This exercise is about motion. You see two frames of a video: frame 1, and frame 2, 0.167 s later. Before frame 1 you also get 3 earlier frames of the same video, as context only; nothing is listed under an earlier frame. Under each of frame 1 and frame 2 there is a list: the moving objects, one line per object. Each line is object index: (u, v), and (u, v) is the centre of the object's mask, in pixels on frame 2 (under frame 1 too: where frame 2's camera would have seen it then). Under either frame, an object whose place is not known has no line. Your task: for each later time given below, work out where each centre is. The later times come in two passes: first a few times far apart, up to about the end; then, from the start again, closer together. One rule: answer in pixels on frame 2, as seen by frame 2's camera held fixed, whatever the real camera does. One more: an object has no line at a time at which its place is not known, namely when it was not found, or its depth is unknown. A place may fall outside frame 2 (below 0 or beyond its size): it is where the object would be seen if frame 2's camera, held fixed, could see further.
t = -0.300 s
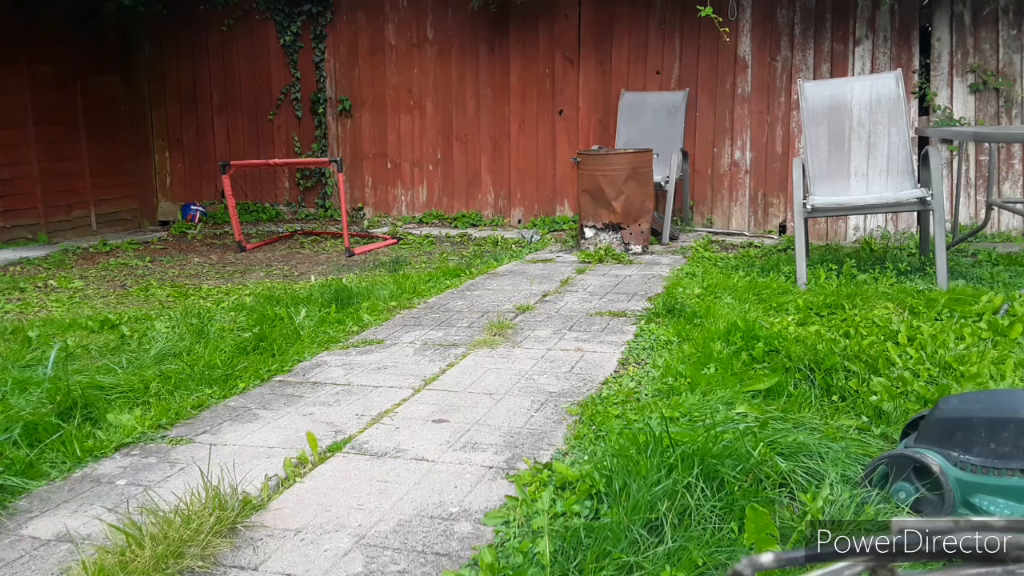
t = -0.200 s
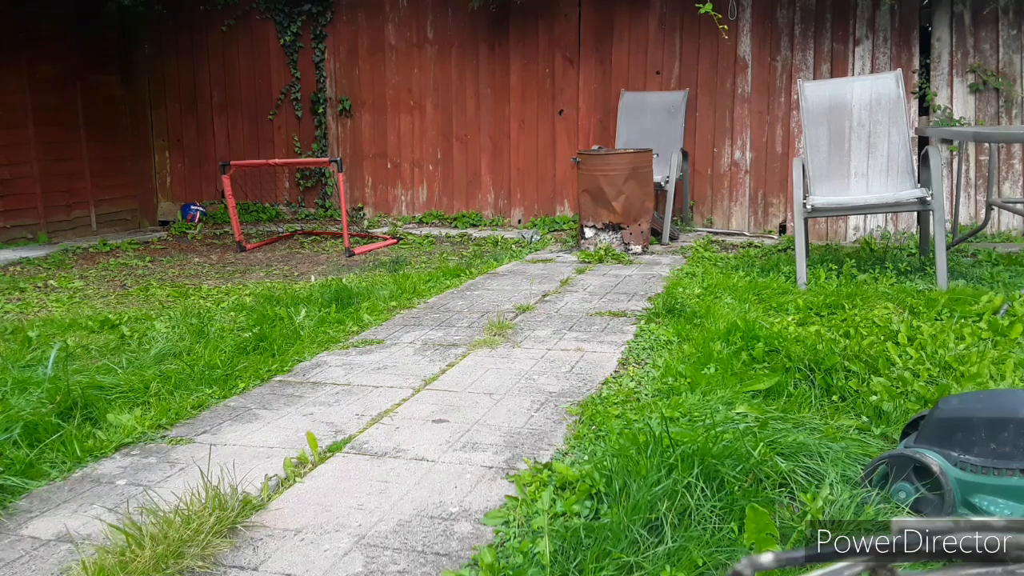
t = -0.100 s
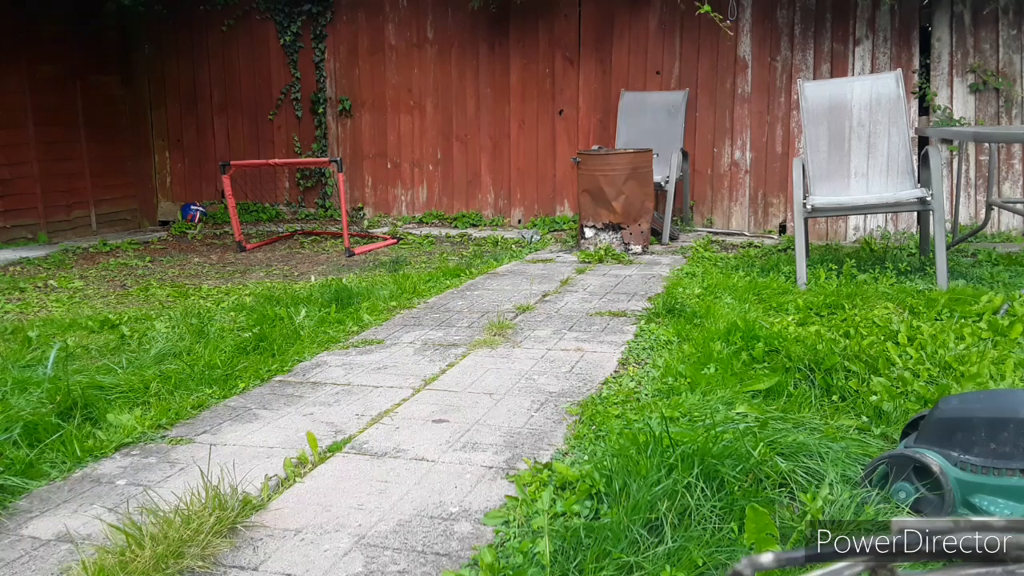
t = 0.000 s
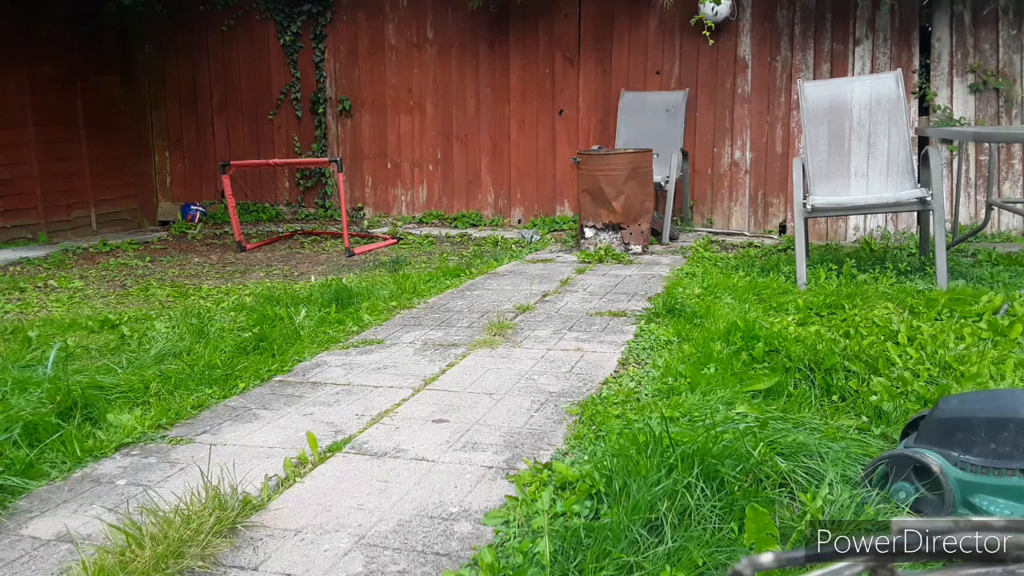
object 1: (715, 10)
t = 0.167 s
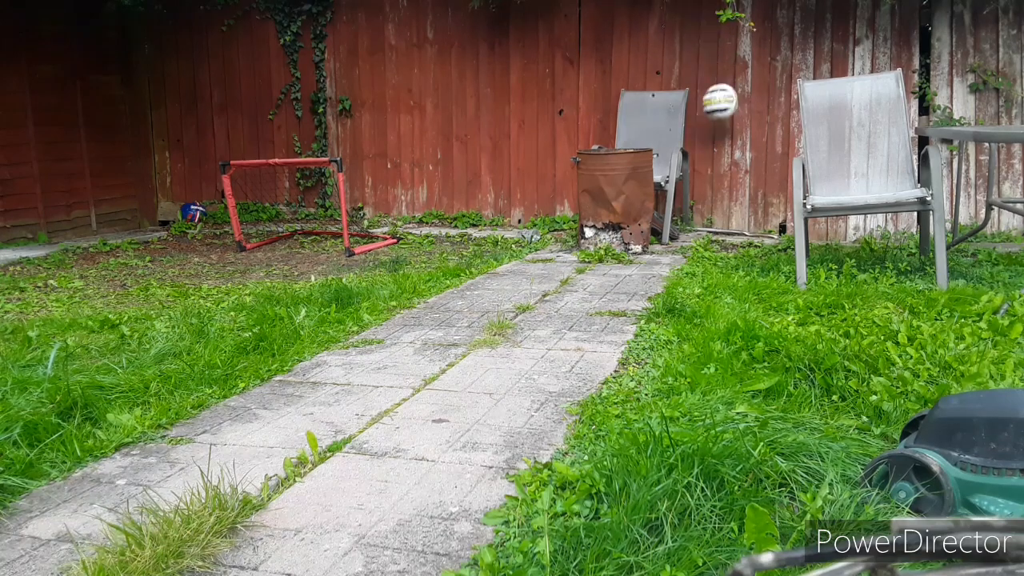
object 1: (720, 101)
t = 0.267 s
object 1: (723, 183)
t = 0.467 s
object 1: (731, 188)
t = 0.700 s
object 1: (742, 202)
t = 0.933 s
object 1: (746, 230)
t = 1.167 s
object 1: (749, 240)
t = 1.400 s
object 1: (758, 243)
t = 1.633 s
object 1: (764, 245)
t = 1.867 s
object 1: (767, 246)
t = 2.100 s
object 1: (767, 245)
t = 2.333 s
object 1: (768, 245)
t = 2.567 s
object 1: (766, 245)
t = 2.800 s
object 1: (764, 245)
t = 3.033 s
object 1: (762, 244)
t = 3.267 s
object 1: (760, 244)
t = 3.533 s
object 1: (760, 245)
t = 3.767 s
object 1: (759, 245)
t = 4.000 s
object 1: (758, 245)
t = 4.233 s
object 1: (756, 244)
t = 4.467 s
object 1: (756, 245)
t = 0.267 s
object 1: (723, 183)
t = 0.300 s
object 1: (724, 214)
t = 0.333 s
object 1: (725, 219)
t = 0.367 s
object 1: (726, 209)
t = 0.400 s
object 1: (728, 200)
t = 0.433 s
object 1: (729, 193)
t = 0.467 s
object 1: (731, 188)
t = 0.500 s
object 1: (733, 184)
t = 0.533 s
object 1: (734, 183)
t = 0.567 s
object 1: (736, 183)
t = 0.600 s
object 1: (737, 185)
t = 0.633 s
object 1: (739, 188)
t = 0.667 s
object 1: (740, 194)
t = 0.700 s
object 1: (742, 202)
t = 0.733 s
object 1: (743, 212)
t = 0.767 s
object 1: (744, 224)
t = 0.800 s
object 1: (745, 235)
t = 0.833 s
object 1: (745, 234)
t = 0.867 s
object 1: (746, 231)
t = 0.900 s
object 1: (746, 230)
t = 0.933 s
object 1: (746, 230)
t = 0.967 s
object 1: (747, 233)
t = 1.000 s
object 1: (747, 236)
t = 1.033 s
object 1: (748, 237)
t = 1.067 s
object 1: (748, 237)
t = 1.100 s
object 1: (749, 238)
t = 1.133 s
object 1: (749, 239)
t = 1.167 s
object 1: (749, 240)
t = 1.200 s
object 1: (750, 240)
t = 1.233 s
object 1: (751, 241)
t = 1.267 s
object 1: (753, 242)
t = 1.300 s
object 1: (754, 242)
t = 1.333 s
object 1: (756, 243)
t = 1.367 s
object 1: (757, 243)
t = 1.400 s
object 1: (758, 243)
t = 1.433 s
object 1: (759, 244)
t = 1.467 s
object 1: (761, 244)
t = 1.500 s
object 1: (762, 245)
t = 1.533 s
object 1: (762, 245)
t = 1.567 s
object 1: (763, 244)
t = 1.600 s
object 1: (764, 244)
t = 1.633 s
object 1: (764, 245)
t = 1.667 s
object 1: (765, 245)
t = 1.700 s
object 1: (766, 245)
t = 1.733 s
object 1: (767, 245)
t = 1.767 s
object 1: (767, 245)
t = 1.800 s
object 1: (767, 246)
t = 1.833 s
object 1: (768, 246)
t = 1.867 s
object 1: (767, 246)
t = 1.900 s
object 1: (767, 246)
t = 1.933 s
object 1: (768, 246)
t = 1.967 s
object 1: (768, 245)
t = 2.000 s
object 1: (768, 245)
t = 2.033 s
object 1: (767, 245)
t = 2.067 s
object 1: (768, 246)
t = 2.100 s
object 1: (767, 245)
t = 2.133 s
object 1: (768, 245)
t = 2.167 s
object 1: (767, 245)
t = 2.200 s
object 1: (767, 245)
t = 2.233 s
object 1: (767, 245)
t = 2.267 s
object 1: (766, 245)
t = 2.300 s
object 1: (767, 245)
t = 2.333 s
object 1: (768, 245)
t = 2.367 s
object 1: (767, 245)
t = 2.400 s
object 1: (767, 245)
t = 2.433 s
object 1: (766, 245)
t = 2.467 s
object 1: (766, 245)
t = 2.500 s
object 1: (766, 245)
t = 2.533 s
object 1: (766, 245)
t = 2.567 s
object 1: (766, 245)
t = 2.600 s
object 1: (766, 245)
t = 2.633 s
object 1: (765, 245)
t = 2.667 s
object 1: (765, 245)
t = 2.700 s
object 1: (765, 245)
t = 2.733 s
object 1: (765, 245)
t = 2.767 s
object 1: (765, 245)
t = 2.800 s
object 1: (764, 245)
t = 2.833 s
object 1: (764, 245)
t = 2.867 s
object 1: (763, 244)
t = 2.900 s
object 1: (763, 244)
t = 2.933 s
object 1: (763, 244)
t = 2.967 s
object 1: (762, 244)
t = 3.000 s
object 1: (762, 244)
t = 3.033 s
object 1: (762, 244)
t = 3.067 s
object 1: (762, 244)
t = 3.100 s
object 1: (761, 244)
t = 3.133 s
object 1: (761, 244)
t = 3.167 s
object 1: (761, 245)
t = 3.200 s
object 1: (761, 245)
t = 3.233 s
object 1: (760, 245)
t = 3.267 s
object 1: (760, 244)
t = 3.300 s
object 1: (760, 244)
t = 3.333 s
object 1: (760, 245)
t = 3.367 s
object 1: (760, 245)
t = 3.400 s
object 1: (760, 245)
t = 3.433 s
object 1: (760, 245)
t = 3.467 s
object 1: (760, 245)
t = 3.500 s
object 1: (760, 245)
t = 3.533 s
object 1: (760, 245)
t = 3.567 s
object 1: (760, 245)
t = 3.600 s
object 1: (760, 245)
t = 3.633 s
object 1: (760, 245)
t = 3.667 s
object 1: (760, 245)
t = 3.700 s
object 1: (760, 245)
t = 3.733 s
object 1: (759, 245)
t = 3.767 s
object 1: (759, 245)
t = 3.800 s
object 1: (759, 245)
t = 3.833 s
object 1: (759, 245)
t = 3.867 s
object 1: (759, 245)
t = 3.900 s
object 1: (758, 245)
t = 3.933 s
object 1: (758, 245)
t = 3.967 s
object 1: (758, 245)
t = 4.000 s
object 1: (758, 245)
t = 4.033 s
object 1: (757, 245)
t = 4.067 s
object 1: (757, 245)
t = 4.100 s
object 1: (757, 244)
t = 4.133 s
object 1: (756, 244)
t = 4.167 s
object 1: (756, 244)
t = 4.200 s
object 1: (756, 244)
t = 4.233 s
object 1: (756, 244)
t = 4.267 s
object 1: (756, 244)
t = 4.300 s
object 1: (756, 244)
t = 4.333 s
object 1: (756, 245)
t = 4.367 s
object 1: (756, 245)
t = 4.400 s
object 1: (756, 245)
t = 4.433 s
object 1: (756, 245)
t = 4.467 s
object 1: (756, 245)
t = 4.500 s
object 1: (756, 245)
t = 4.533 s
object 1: (756, 245)
